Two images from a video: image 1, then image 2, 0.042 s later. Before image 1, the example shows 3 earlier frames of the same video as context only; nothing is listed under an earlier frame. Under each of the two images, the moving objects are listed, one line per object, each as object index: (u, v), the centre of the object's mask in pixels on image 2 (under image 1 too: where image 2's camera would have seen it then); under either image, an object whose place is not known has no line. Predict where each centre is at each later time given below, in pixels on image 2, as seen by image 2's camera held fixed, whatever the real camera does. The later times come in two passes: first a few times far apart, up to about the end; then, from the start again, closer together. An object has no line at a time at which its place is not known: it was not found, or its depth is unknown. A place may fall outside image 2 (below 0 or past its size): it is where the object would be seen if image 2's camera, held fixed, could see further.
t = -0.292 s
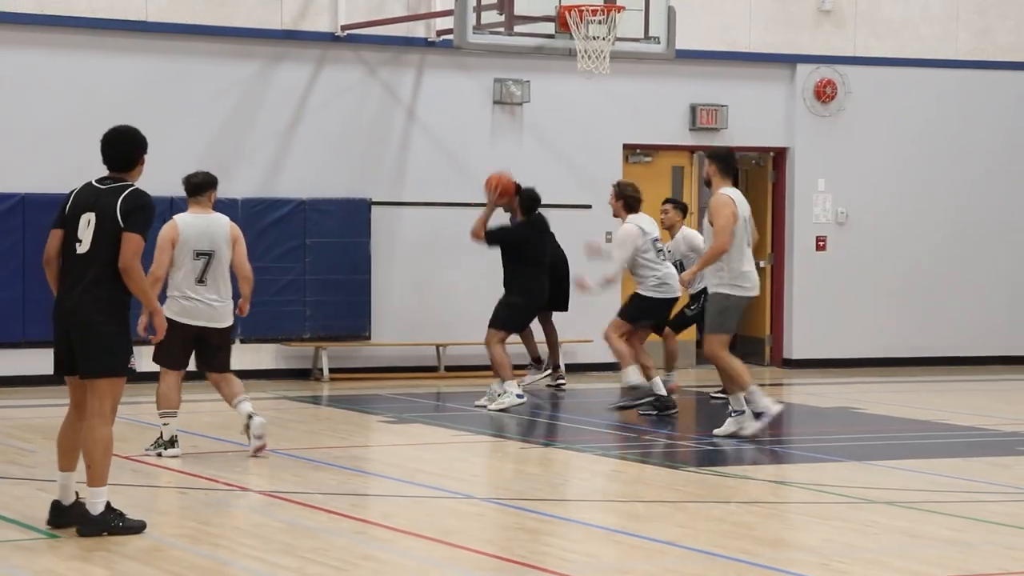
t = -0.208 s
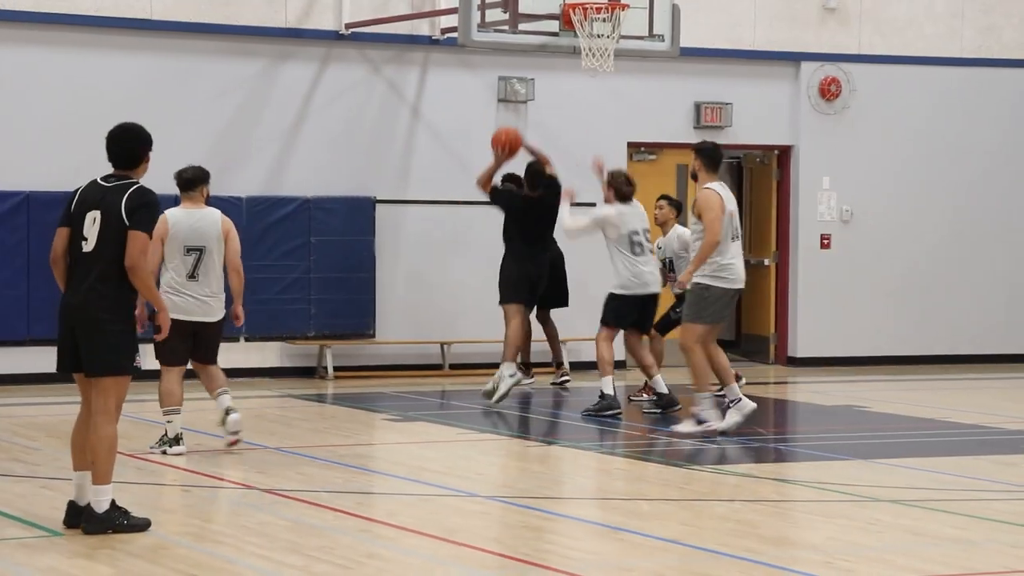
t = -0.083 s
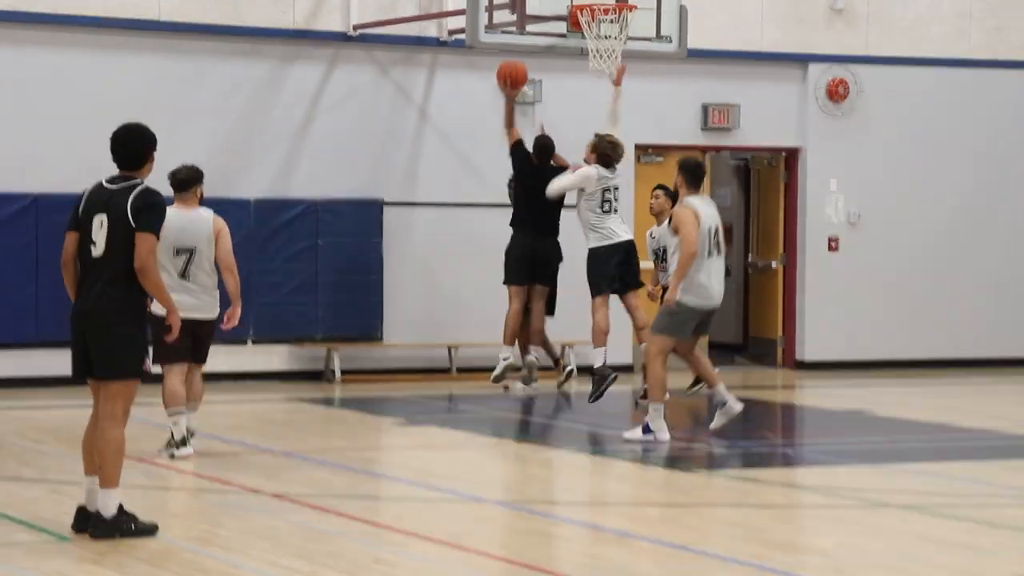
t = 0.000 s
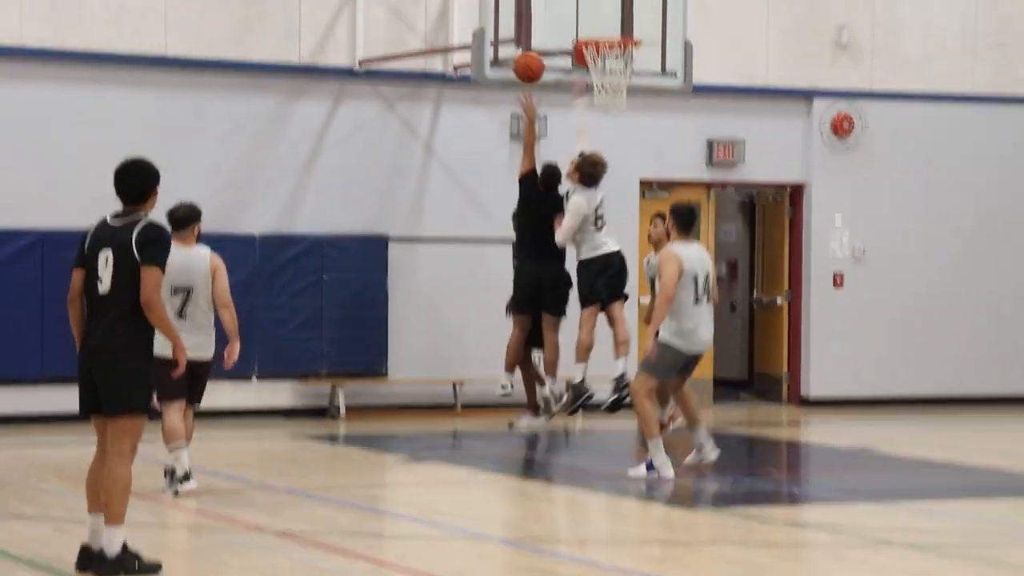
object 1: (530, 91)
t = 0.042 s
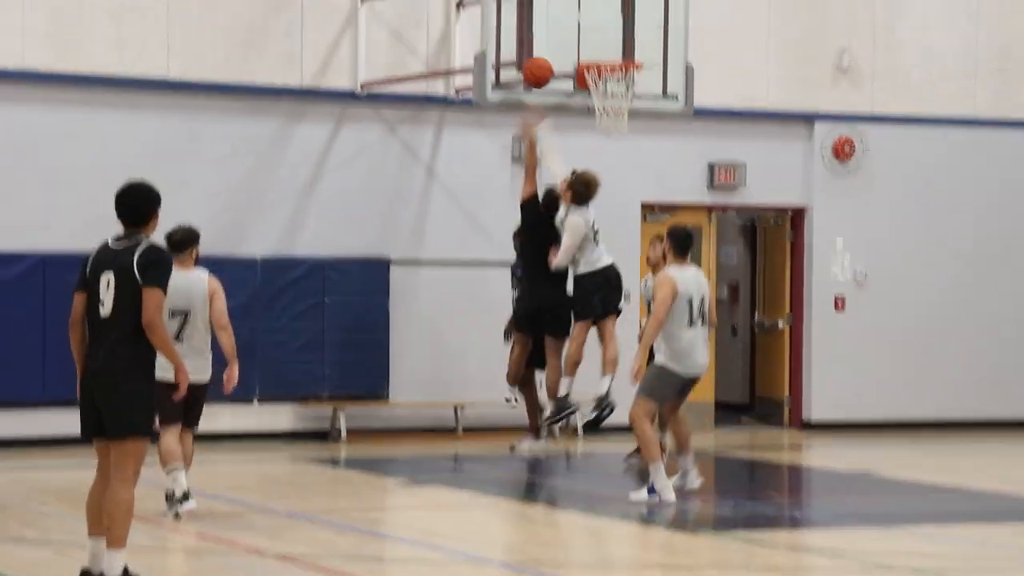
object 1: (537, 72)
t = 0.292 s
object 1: (581, 26)
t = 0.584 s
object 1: (627, 86)
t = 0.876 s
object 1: (633, 175)
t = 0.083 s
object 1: (545, 56)
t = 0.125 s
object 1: (552, 43)
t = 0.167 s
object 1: (559, 32)
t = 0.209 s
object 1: (566, 27)
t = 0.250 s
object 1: (574, 26)
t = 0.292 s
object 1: (581, 26)
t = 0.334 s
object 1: (587, 29)
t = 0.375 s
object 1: (594, 33)
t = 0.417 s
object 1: (601, 40)
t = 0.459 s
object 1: (607, 50)
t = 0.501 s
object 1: (614, 56)
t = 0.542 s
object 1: (620, 74)
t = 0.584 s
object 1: (627, 86)
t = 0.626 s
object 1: (630, 98)
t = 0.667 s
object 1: (631, 107)
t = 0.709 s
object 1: (632, 116)
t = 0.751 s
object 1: (632, 129)
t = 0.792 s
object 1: (632, 142)
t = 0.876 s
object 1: (633, 175)
